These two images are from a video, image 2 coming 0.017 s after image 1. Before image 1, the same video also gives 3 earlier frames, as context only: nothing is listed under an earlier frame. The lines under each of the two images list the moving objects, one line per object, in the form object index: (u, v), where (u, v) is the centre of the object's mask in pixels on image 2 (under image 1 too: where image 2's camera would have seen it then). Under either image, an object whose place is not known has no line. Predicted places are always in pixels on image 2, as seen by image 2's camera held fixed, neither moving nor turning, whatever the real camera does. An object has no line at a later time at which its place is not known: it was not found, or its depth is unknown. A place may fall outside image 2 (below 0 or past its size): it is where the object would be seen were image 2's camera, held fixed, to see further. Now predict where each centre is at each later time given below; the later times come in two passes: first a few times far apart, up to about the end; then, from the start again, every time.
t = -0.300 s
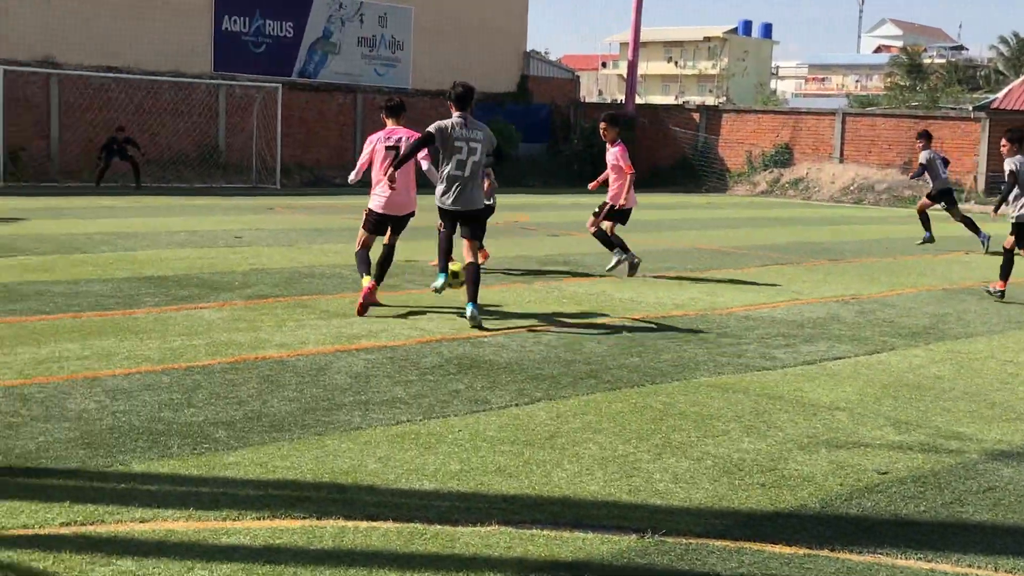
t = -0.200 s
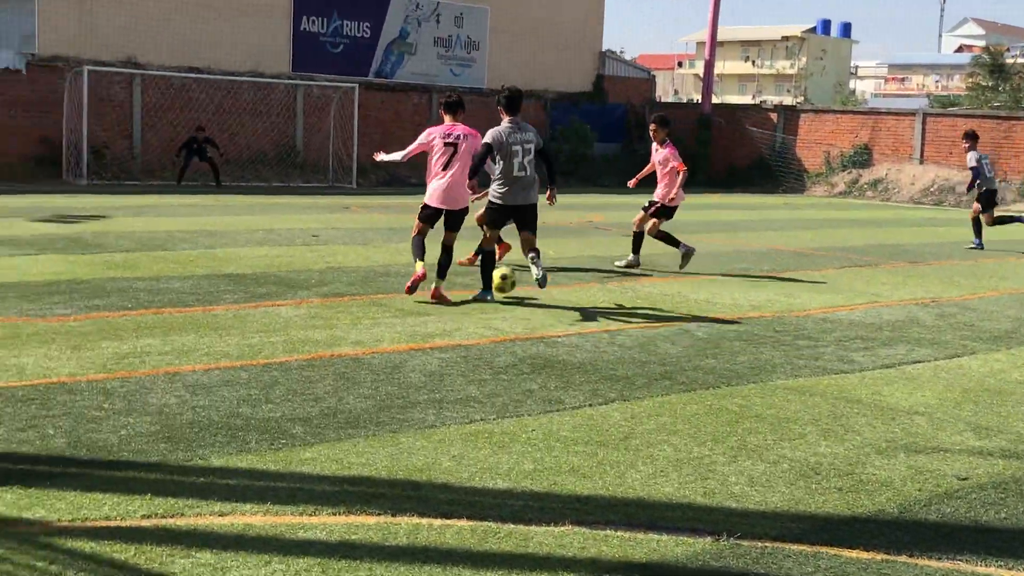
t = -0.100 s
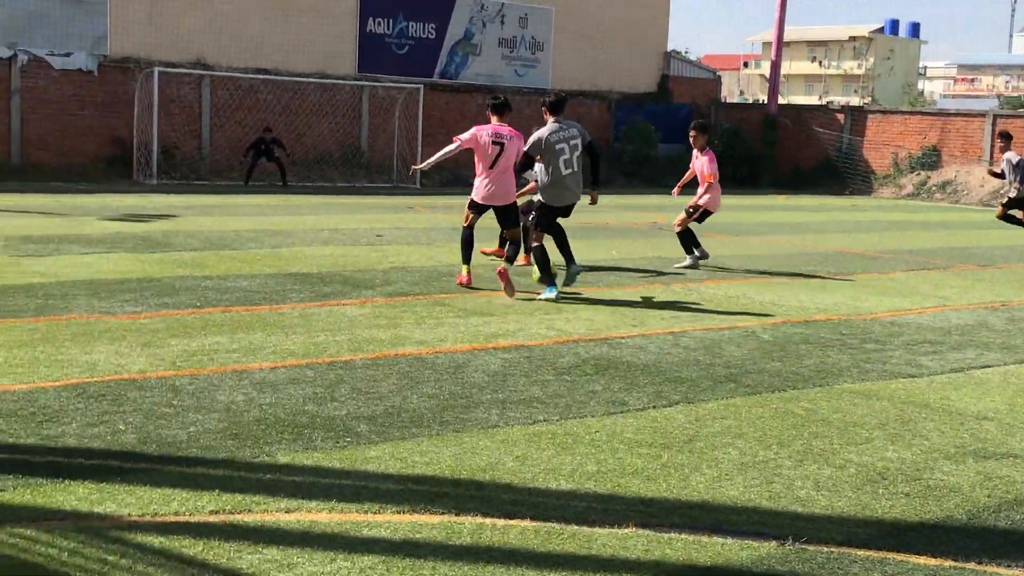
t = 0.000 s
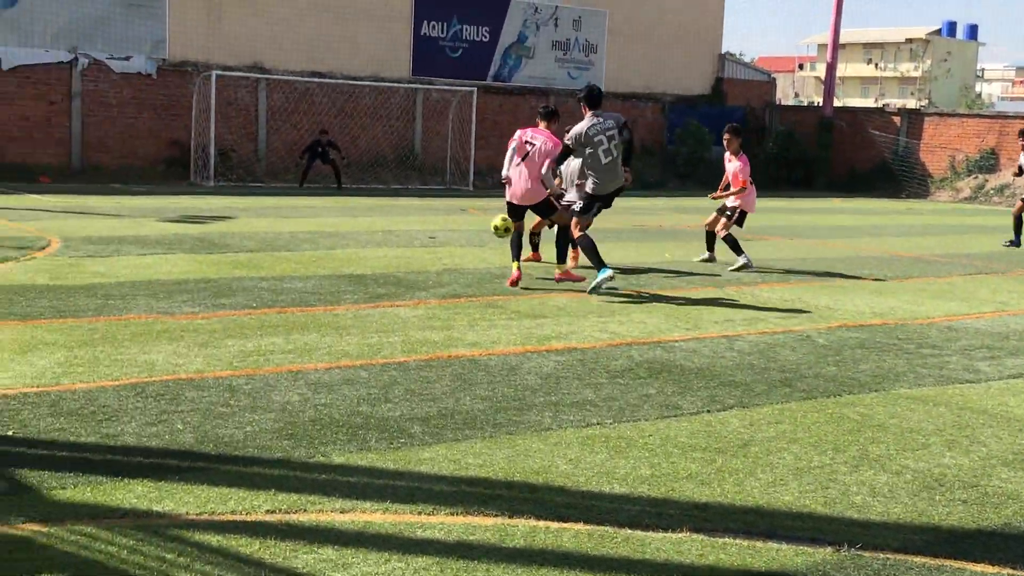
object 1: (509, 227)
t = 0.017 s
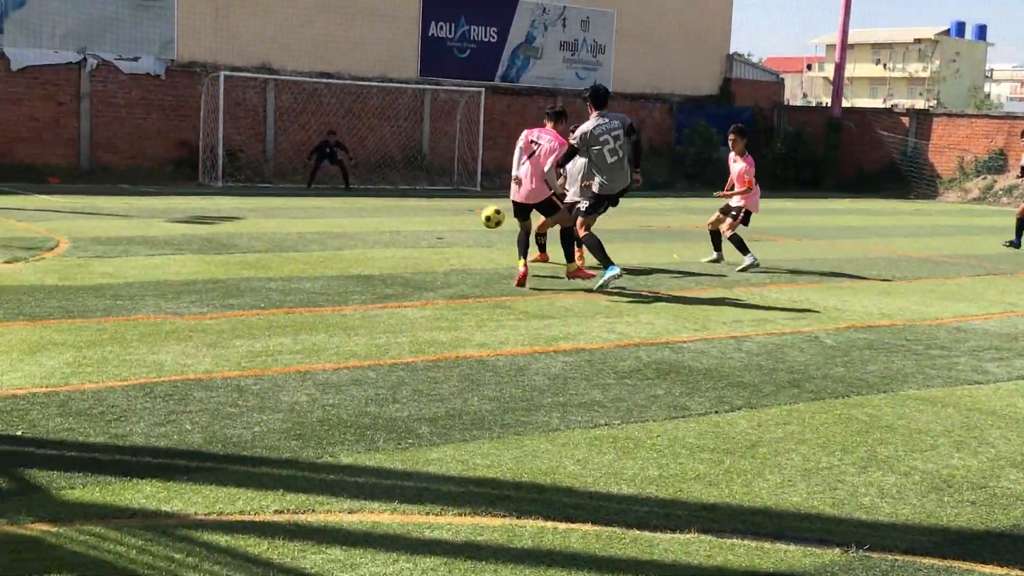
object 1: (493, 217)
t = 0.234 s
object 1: (308, 131)
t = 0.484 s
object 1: (151, 93)
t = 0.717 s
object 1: (38, 96)
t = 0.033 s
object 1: (476, 208)
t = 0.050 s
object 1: (459, 199)
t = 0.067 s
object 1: (444, 191)
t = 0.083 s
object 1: (428, 184)
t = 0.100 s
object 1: (414, 177)
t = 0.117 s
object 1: (399, 170)
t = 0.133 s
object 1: (385, 163)
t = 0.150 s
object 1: (371, 157)
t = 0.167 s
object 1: (358, 151)
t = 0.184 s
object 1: (345, 145)
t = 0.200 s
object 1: (333, 141)
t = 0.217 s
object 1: (320, 136)
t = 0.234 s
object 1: (308, 131)
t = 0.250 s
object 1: (296, 127)
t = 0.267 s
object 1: (284, 123)
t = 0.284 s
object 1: (273, 120)
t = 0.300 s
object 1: (262, 116)
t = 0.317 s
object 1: (251, 113)
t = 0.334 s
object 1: (240, 110)
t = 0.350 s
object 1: (229, 107)
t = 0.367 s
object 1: (219, 105)
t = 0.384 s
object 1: (208, 103)
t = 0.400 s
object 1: (199, 101)
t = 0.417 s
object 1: (189, 99)
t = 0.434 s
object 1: (179, 98)
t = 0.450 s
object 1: (170, 96)
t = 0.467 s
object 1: (160, 95)
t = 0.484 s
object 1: (151, 93)
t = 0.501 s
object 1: (142, 93)
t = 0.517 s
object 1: (133, 92)
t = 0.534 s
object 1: (126, 92)
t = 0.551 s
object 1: (117, 92)
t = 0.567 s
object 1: (108, 92)
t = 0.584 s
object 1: (100, 91)
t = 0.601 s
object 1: (92, 91)
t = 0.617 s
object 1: (84, 92)
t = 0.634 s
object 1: (76, 92)
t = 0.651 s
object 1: (69, 94)
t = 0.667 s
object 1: (61, 94)
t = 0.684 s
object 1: (53, 94)
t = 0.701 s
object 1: (46, 95)
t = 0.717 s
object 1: (38, 96)
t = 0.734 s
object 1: (31, 97)
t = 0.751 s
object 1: (24, 98)
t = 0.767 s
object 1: (17, 99)
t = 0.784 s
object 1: (10, 100)
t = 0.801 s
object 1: (3, 102)
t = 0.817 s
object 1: (-5, 104)
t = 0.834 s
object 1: (-11, 106)
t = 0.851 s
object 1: (-18, 108)
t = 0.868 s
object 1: (-25, 110)
